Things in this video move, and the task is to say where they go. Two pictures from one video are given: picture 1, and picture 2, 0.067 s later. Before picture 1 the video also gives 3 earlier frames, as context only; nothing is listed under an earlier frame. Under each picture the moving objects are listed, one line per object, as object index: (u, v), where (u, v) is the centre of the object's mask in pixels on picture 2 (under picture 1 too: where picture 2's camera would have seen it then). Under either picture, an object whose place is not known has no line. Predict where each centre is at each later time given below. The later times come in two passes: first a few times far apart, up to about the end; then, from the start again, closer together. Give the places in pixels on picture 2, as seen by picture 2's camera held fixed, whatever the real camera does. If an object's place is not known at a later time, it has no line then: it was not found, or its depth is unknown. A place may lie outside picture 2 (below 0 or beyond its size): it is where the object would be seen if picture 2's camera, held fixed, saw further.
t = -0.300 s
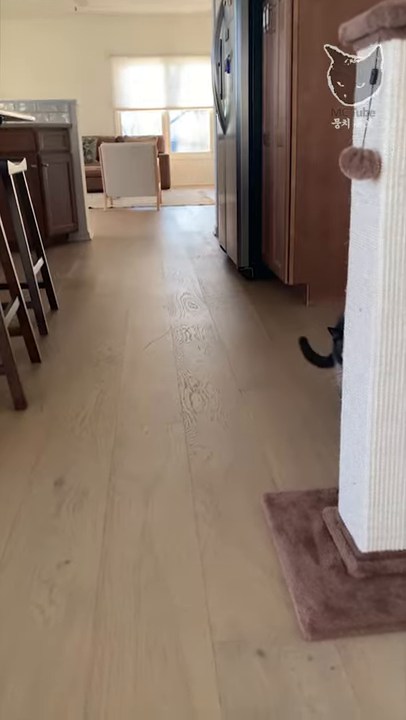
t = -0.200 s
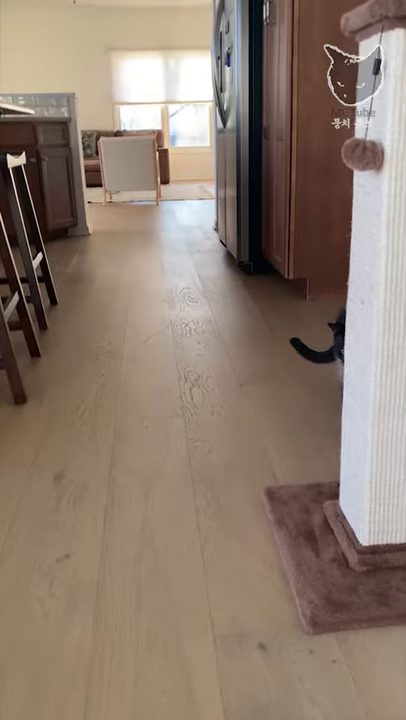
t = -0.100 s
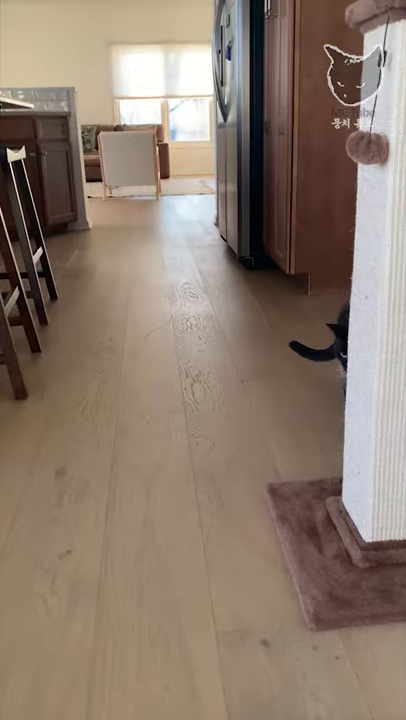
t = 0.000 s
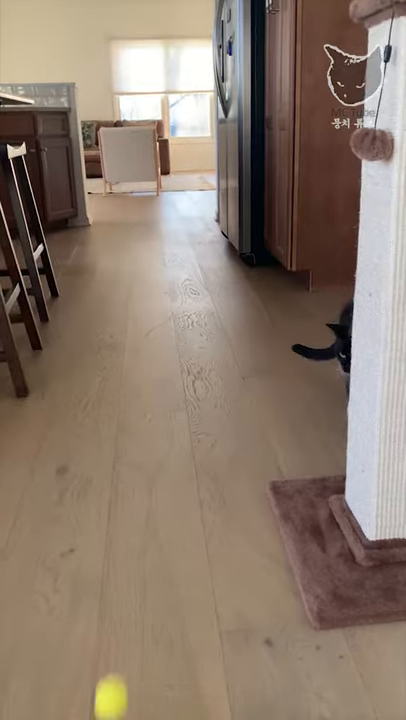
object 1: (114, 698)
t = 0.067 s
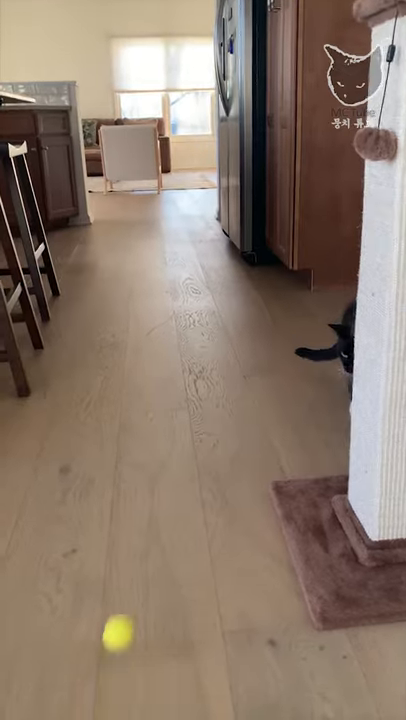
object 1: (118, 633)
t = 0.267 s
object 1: (124, 513)
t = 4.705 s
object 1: (126, 194)
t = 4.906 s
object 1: (125, 191)
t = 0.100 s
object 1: (120, 614)
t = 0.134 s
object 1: (121, 591)
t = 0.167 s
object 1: (121, 561)
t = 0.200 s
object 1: (122, 540)
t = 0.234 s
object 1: (123, 525)
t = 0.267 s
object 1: (124, 513)
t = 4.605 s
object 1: (127, 194)
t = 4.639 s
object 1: (126, 194)
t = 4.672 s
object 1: (126, 194)
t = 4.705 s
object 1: (126, 194)
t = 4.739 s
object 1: (126, 194)
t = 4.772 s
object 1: (127, 194)
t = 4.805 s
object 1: (127, 193)
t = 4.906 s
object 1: (125, 191)
